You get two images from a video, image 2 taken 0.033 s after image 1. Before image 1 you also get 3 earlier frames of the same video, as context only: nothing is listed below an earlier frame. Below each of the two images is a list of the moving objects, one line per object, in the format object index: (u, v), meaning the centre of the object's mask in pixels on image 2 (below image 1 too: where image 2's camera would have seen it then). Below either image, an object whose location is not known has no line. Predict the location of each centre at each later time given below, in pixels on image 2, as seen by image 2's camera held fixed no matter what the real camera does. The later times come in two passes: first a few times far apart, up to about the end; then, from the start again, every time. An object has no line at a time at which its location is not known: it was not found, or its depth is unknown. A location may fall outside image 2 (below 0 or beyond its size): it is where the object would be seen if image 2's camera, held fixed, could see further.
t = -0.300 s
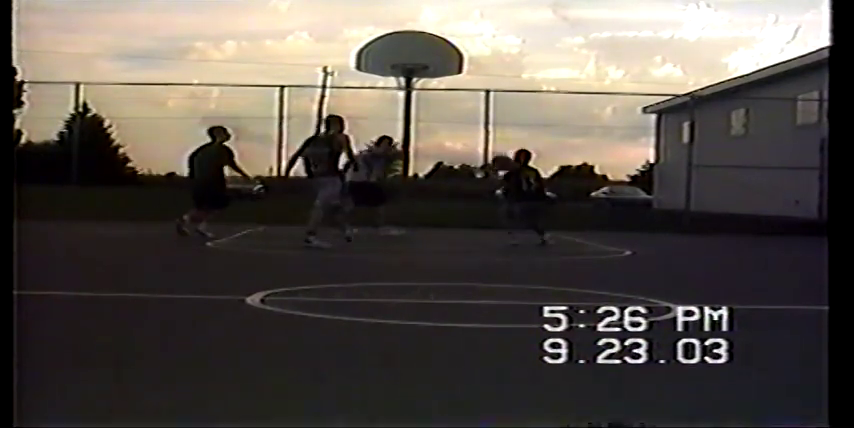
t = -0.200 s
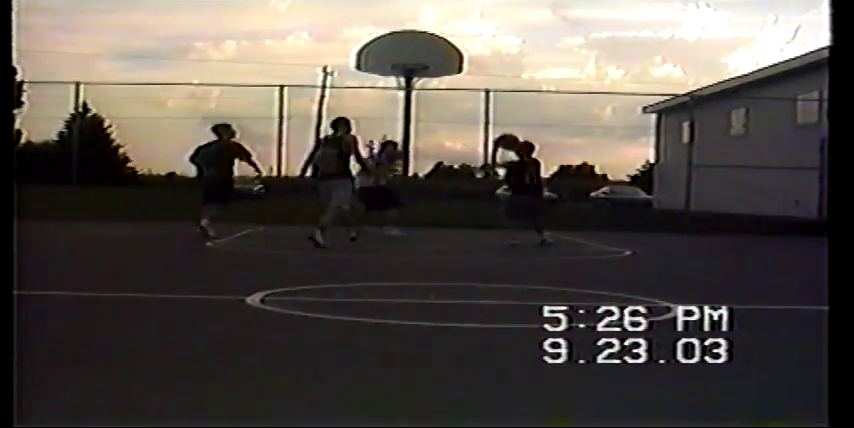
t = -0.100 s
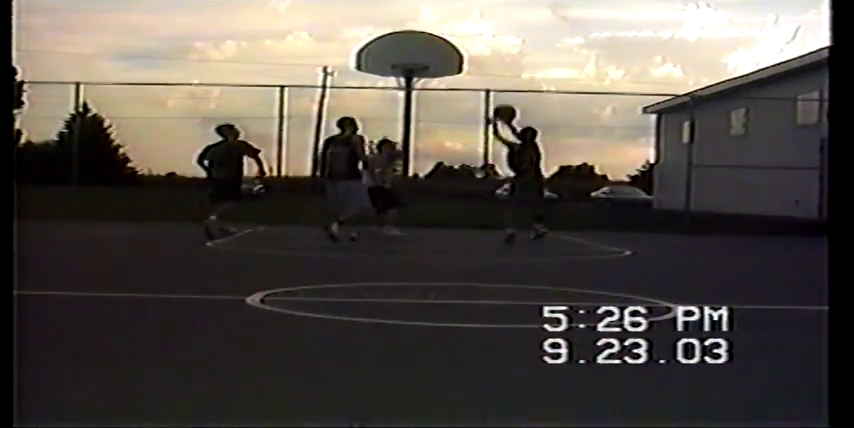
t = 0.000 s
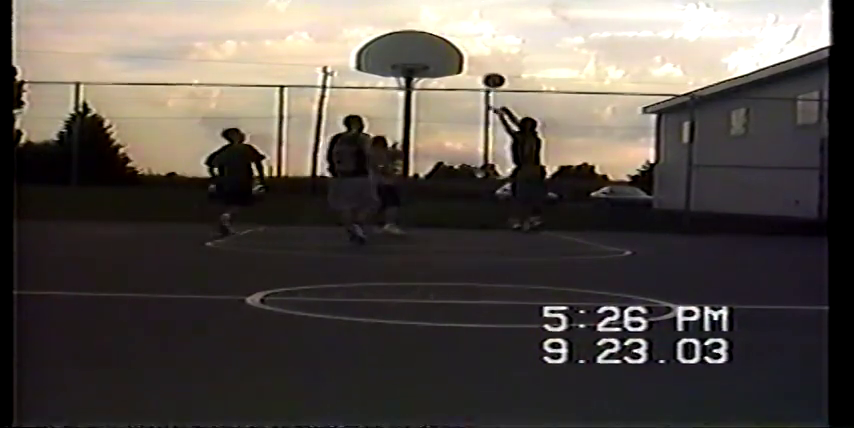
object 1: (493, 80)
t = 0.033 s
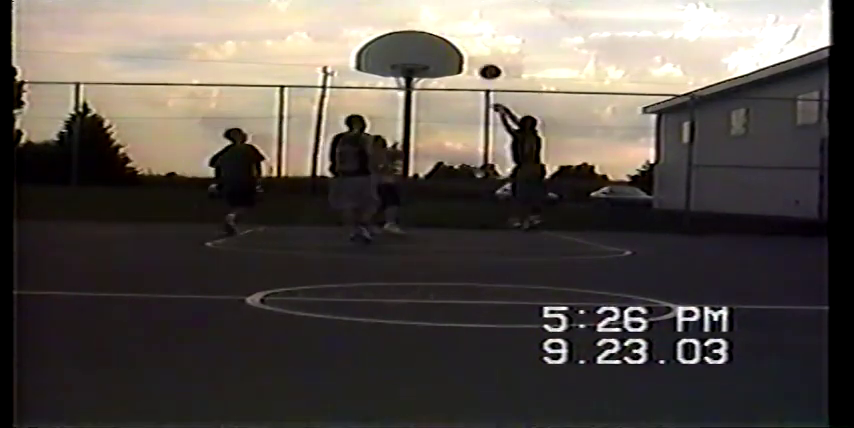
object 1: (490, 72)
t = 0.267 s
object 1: (467, 34)
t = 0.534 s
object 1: (443, 33)
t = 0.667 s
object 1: (433, 47)
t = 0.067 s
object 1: (486, 64)
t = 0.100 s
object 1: (483, 57)
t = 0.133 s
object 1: (479, 51)
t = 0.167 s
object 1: (476, 46)
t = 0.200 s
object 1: (473, 41)
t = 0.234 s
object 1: (470, 38)
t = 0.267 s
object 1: (467, 34)
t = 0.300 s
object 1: (464, 32)
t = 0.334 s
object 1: (461, 30)
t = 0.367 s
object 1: (458, 29)
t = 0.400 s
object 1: (455, 29)
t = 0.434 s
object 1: (452, 29)
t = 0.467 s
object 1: (449, 30)
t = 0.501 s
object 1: (446, 31)
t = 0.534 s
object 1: (443, 33)
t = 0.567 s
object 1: (441, 35)
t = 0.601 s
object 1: (438, 39)
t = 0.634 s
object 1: (436, 43)
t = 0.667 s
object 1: (433, 47)
